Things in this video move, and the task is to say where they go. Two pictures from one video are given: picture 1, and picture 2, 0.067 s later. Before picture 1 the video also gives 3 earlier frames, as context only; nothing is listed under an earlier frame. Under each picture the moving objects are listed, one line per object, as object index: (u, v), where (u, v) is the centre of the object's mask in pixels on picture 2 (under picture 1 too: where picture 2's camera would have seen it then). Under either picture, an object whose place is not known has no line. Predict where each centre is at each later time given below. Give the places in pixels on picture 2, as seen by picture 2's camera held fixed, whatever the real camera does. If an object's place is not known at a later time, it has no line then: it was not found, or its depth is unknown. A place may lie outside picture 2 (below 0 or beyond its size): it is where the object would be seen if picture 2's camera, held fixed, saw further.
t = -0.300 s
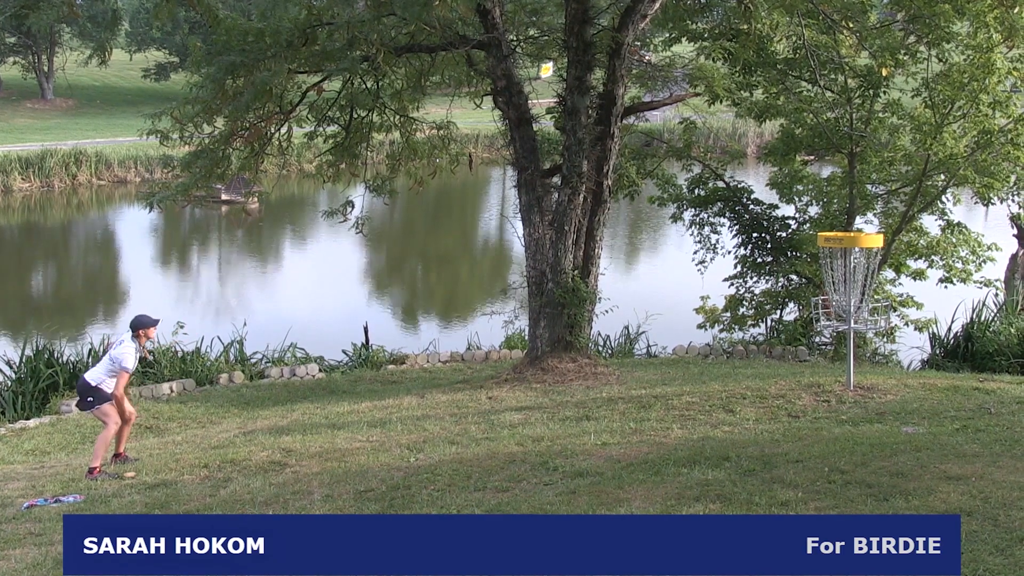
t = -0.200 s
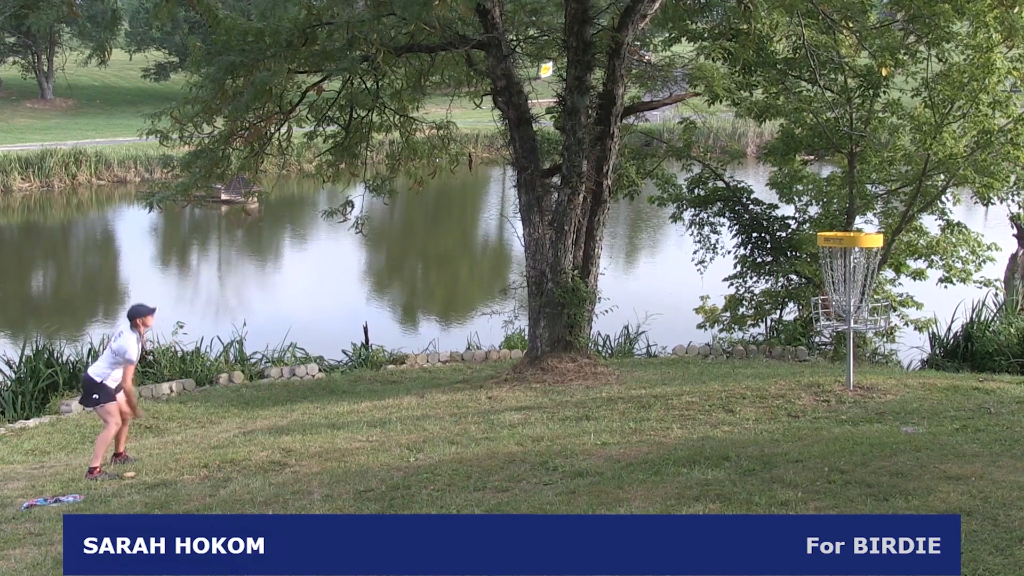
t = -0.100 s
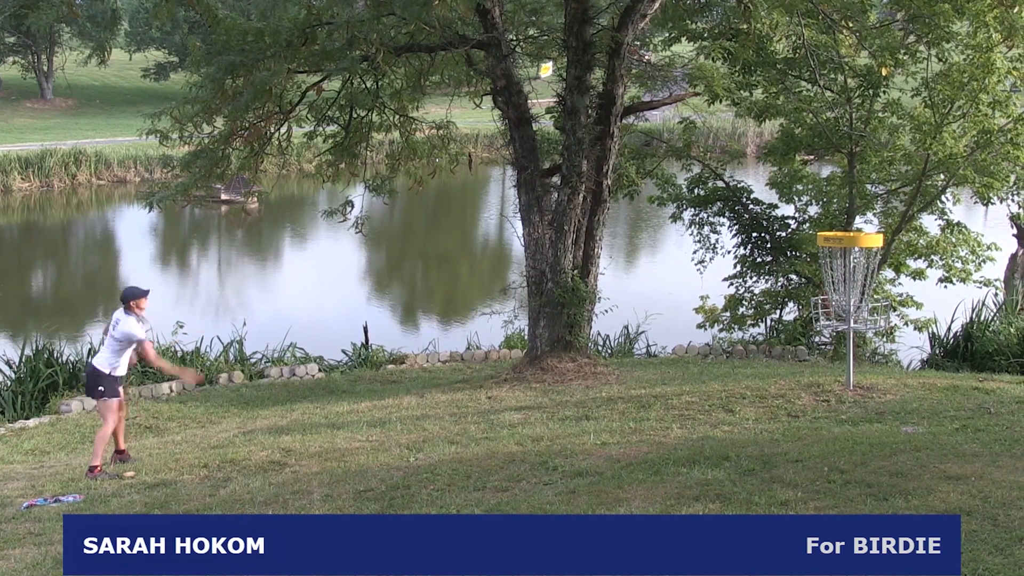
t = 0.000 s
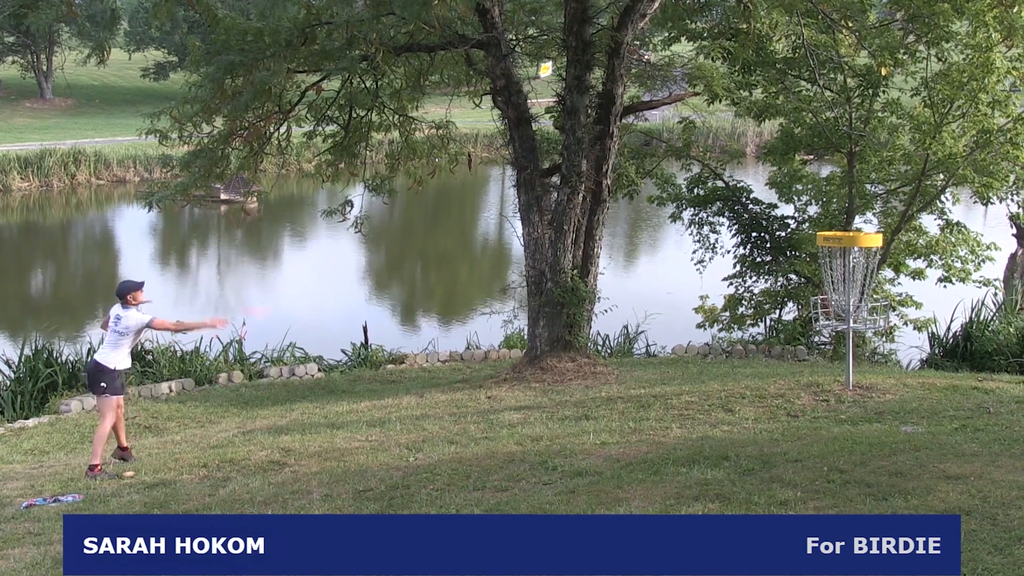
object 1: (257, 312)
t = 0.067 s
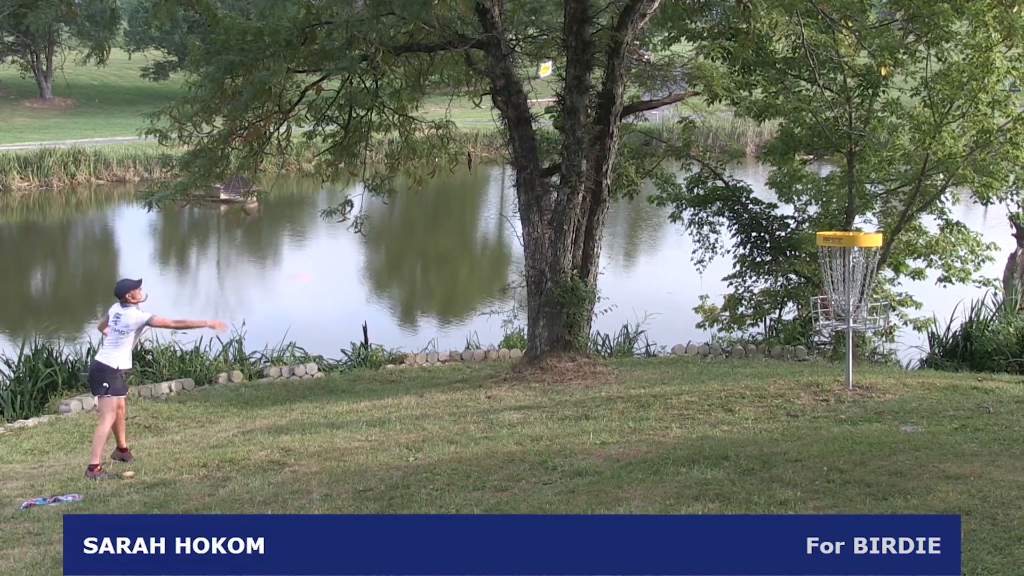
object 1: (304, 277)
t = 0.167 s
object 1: (368, 235)
